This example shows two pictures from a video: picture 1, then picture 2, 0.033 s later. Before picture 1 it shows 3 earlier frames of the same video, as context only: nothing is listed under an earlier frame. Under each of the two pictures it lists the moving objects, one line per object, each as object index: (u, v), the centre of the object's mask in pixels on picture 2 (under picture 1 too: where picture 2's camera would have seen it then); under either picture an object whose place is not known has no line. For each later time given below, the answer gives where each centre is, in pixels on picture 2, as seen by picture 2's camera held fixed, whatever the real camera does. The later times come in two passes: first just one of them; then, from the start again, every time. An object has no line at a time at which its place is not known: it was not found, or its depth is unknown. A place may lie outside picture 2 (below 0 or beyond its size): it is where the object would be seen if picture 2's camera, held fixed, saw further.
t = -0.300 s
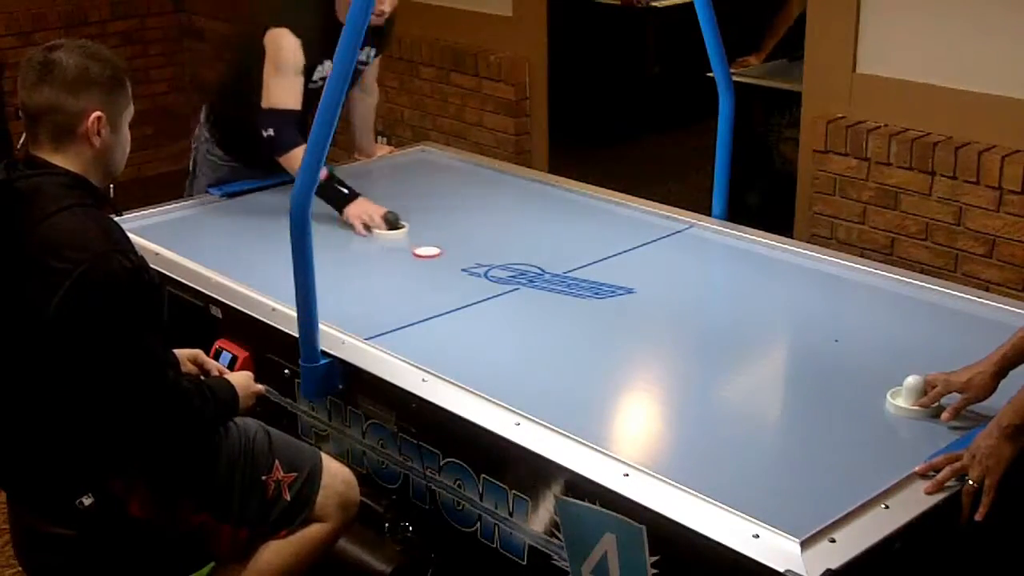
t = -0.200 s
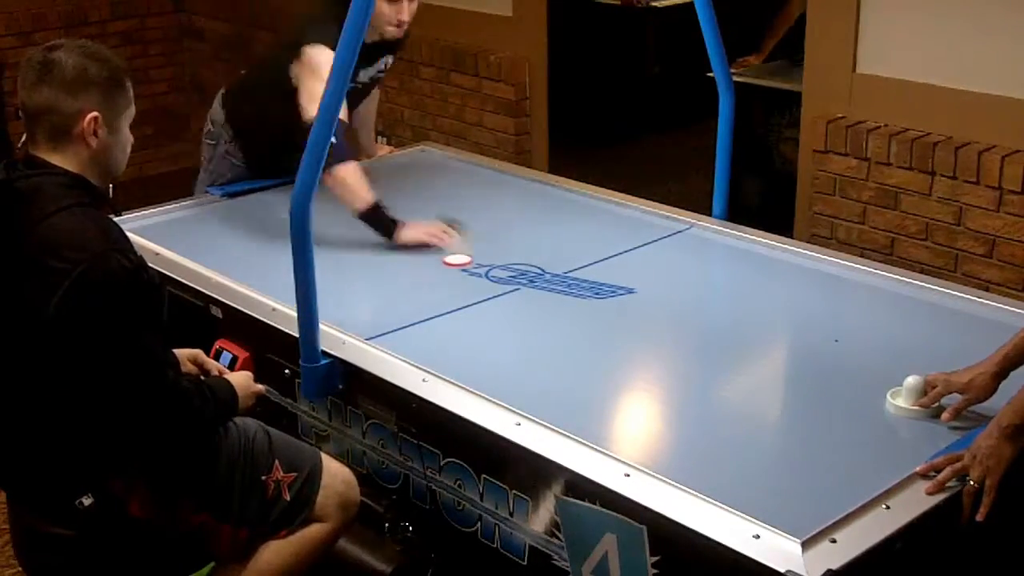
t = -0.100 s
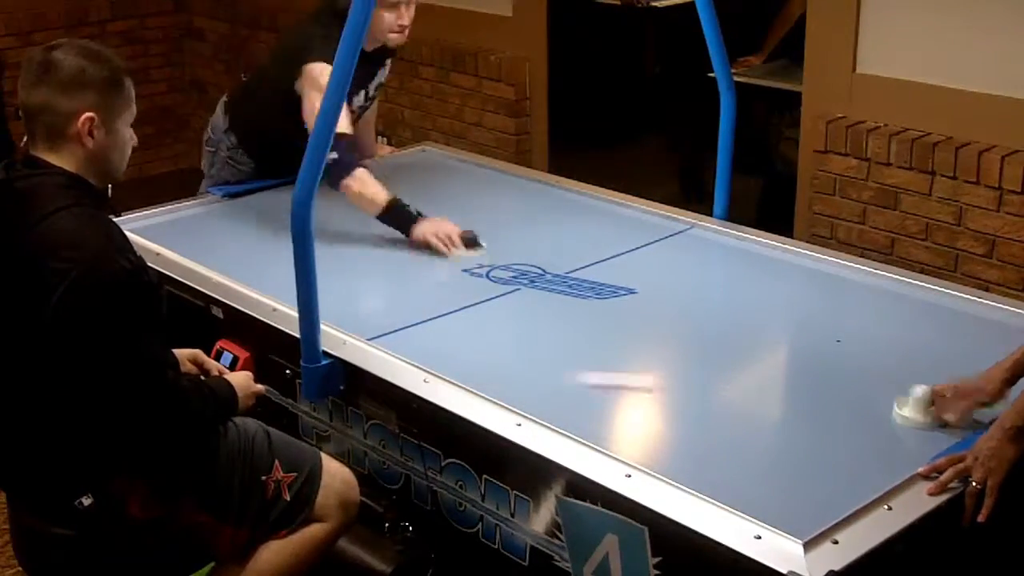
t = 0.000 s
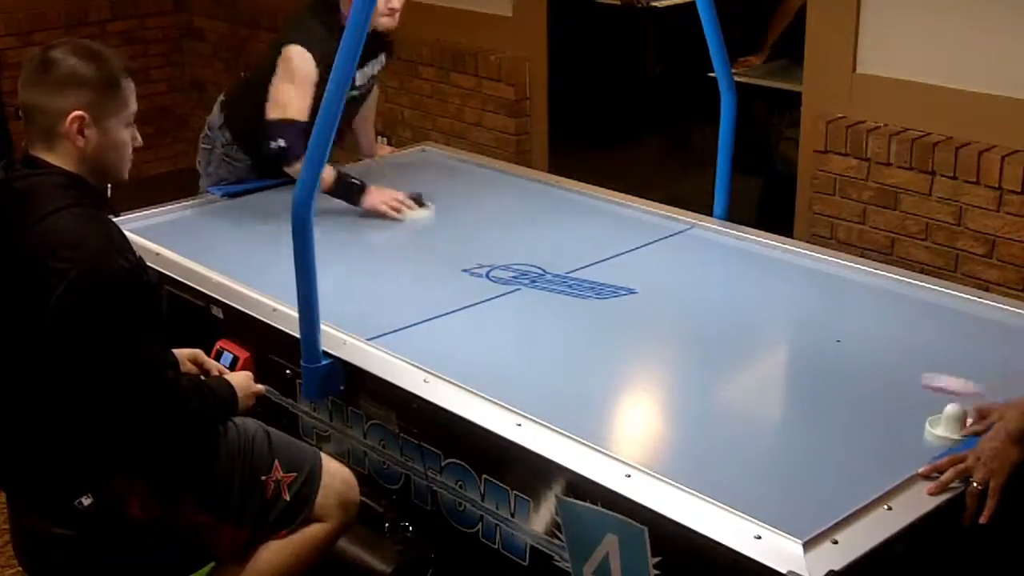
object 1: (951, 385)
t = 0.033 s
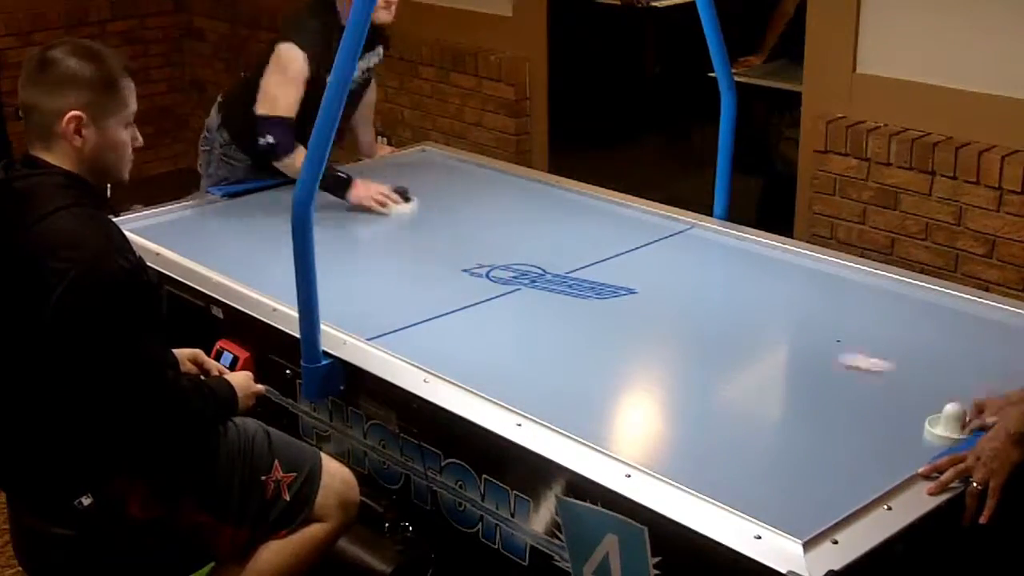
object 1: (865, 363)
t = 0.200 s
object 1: (532, 277)
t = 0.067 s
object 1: (790, 344)
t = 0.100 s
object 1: (717, 325)
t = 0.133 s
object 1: (649, 307)
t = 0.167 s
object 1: (589, 292)
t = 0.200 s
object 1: (532, 277)
